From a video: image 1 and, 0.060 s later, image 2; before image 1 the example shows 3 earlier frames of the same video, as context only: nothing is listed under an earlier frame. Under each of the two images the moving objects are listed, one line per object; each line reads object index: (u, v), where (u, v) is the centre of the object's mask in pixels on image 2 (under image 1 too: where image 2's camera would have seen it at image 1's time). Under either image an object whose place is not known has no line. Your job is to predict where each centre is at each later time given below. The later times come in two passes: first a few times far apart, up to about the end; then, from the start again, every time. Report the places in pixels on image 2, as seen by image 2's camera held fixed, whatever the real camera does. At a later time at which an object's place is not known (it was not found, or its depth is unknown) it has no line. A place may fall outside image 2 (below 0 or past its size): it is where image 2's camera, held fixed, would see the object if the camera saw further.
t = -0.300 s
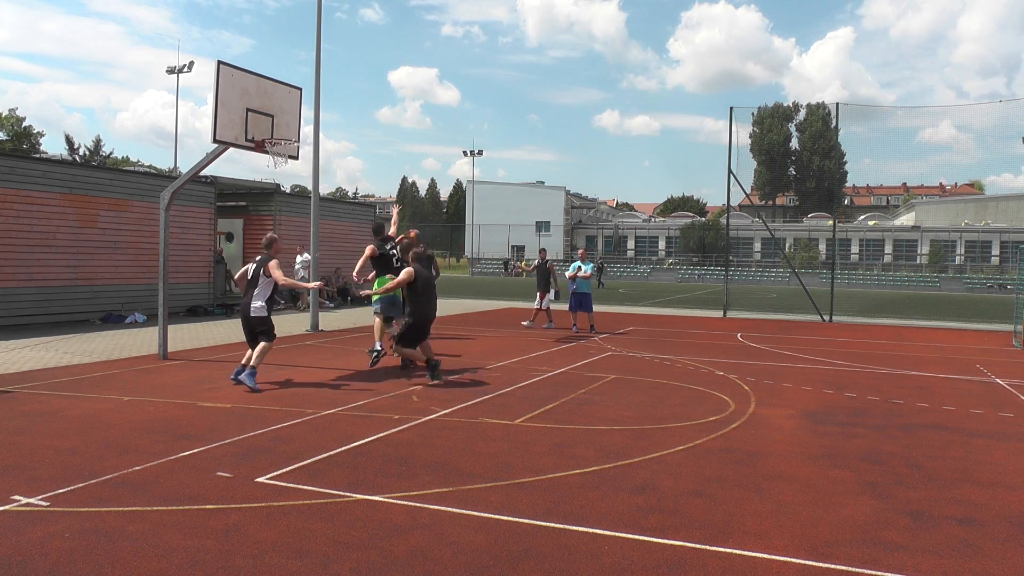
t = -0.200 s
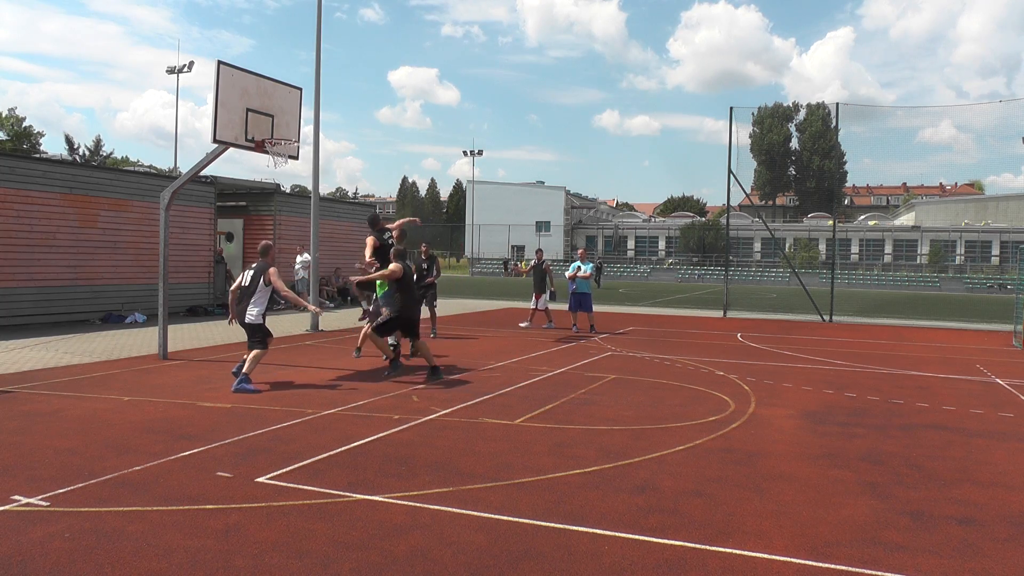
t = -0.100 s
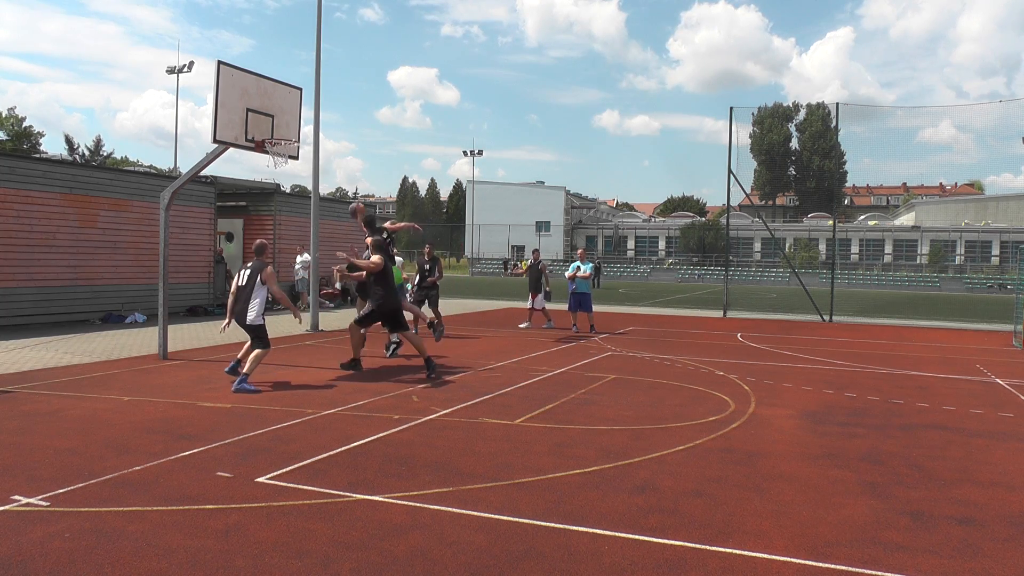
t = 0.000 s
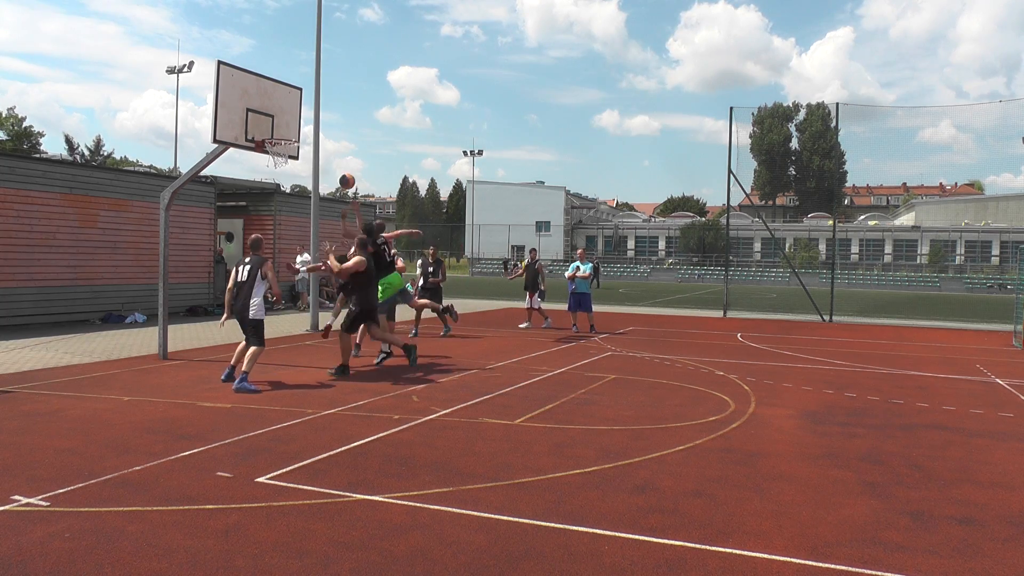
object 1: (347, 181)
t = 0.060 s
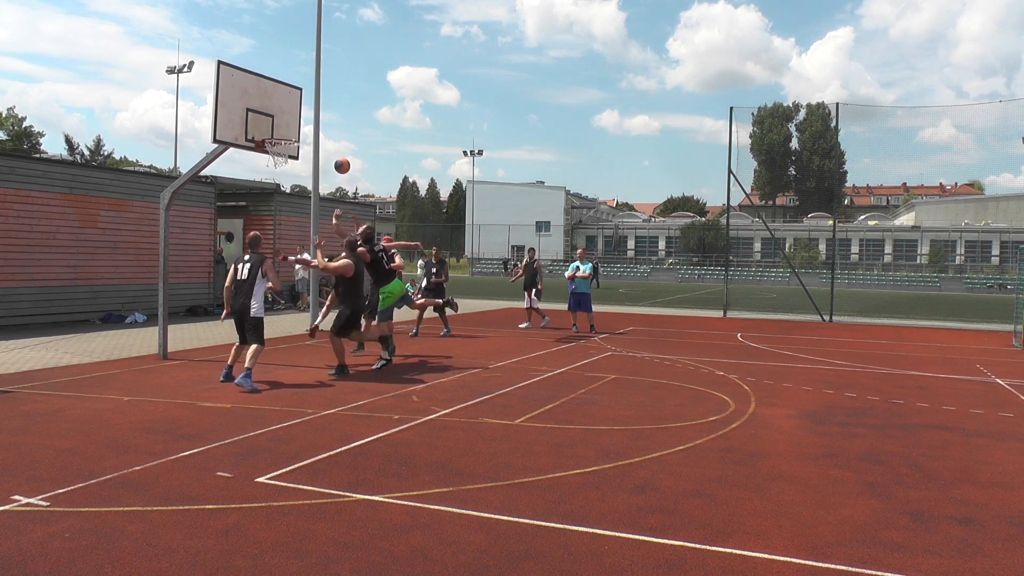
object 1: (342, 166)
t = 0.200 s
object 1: (330, 139)
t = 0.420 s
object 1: (311, 123)
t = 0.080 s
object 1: (340, 161)
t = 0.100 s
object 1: (339, 157)
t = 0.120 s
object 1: (337, 153)
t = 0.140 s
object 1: (335, 149)
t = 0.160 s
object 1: (334, 145)
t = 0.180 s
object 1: (332, 142)
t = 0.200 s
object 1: (330, 139)
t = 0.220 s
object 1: (329, 136)
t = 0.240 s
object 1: (327, 133)
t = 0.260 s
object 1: (325, 131)
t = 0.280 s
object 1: (324, 129)
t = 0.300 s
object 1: (322, 127)
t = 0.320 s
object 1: (320, 126)
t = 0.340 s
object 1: (318, 125)
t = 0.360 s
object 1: (317, 124)
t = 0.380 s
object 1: (315, 123)
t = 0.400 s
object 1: (313, 123)
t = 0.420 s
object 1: (311, 123)
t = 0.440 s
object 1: (309, 123)
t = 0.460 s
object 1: (307, 123)
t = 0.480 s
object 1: (306, 124)
